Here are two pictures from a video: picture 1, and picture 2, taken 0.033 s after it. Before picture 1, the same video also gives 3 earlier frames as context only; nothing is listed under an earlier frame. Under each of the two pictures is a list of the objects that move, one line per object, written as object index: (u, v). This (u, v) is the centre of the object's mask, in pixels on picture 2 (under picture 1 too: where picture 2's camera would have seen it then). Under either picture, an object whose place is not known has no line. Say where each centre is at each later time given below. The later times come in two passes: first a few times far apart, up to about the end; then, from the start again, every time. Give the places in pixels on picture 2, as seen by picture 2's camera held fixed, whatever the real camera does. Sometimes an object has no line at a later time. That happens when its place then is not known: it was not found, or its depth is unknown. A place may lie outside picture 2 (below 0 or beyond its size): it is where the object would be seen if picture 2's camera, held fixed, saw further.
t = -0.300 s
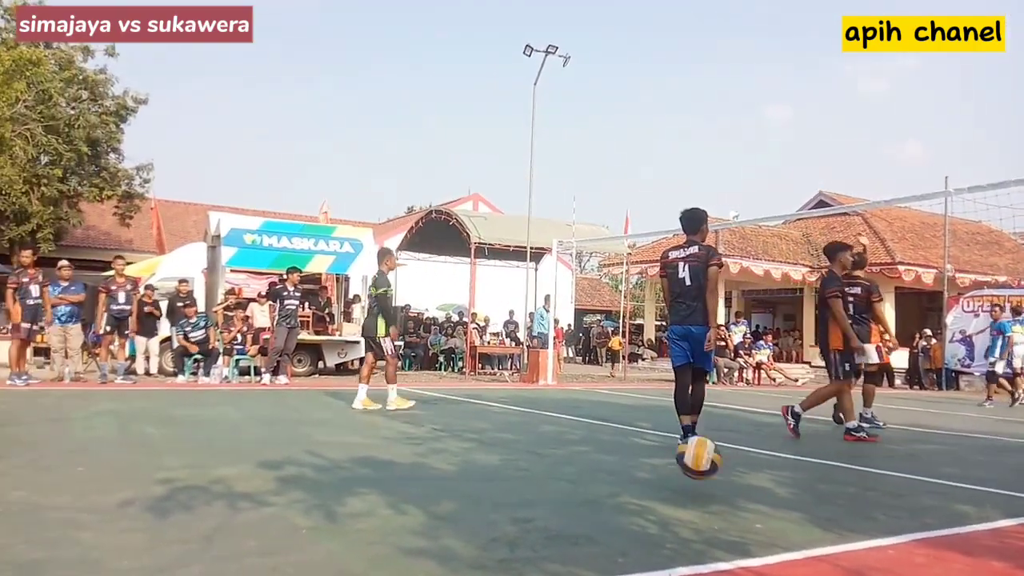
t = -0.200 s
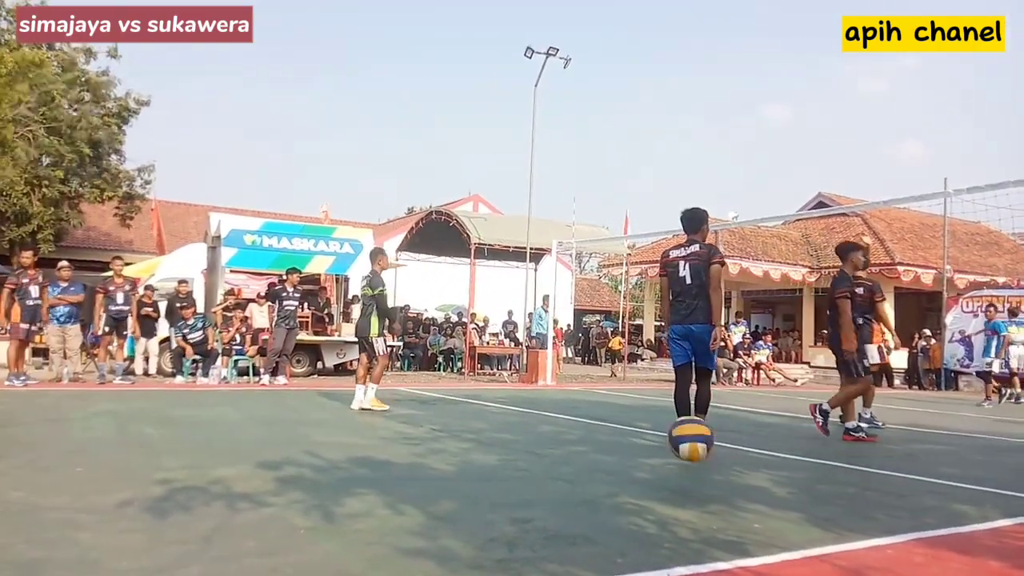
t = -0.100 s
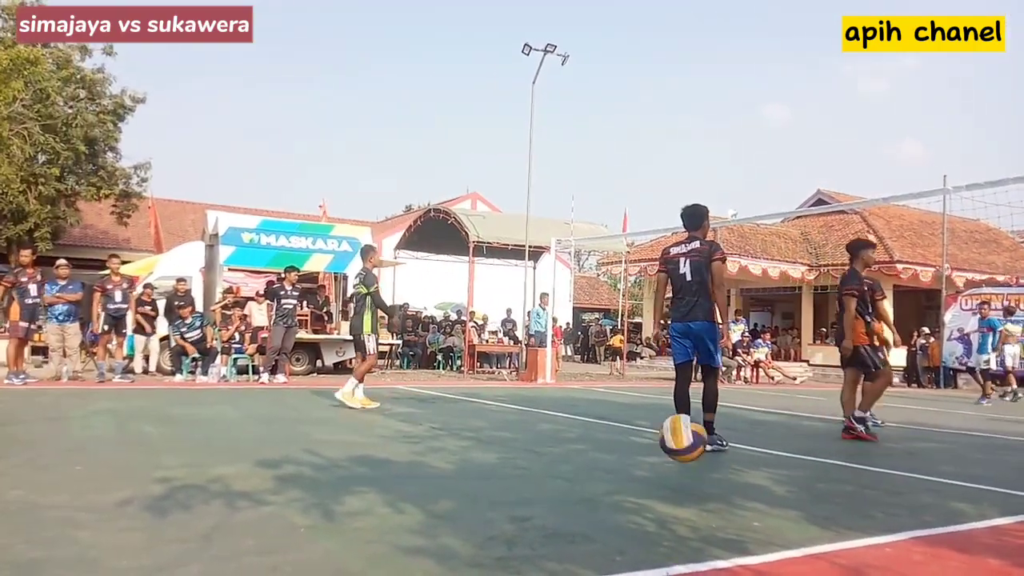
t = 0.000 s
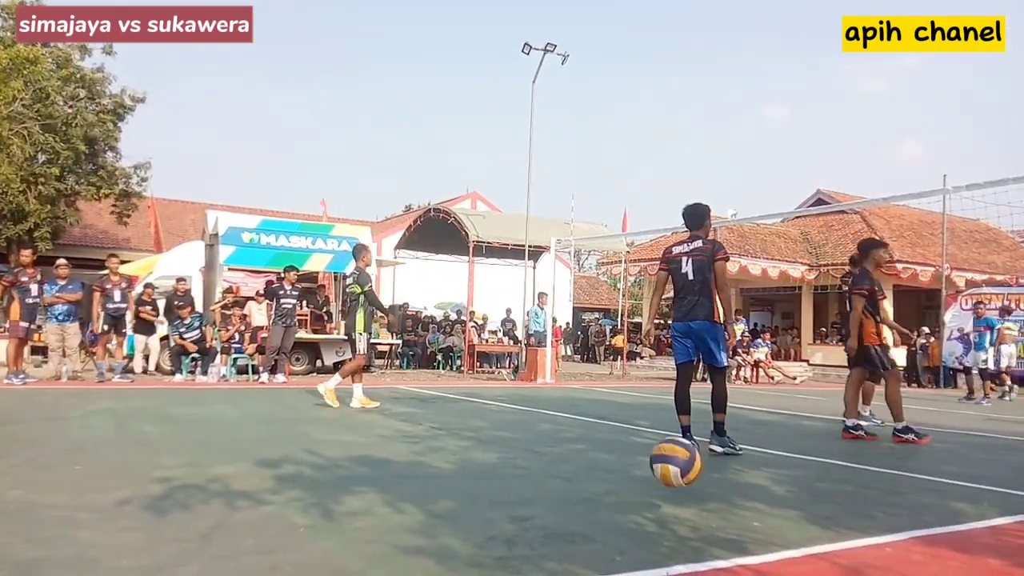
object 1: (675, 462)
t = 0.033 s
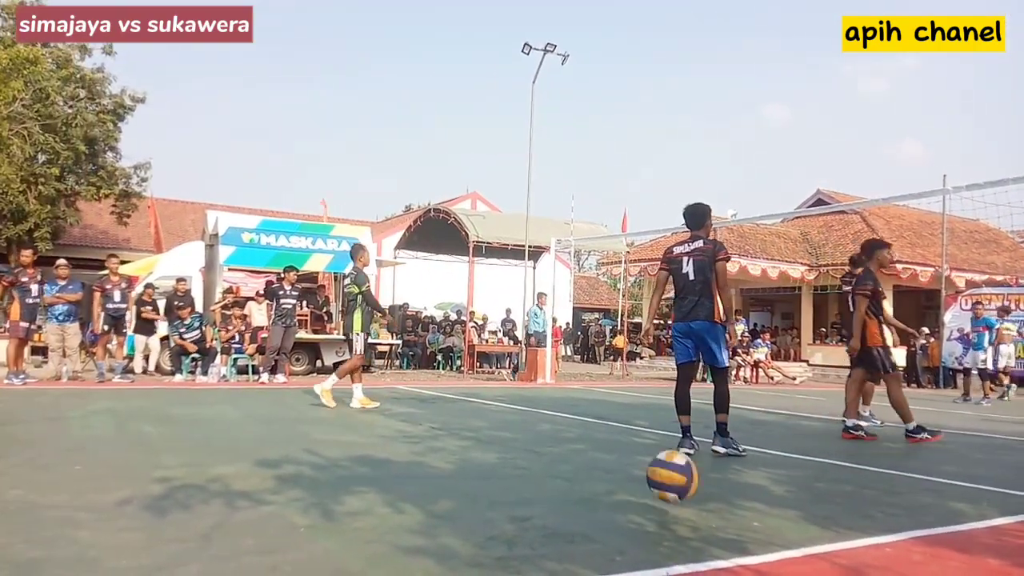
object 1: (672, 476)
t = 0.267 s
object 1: (655, 465)
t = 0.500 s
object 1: (635, 513)
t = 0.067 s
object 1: (669, 494)
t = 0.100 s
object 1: (666, 491)
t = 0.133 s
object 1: (665, 481)
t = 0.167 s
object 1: (662, 473)
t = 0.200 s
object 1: (660, 468)
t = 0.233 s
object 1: (657, 465)
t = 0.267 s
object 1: (655, 465)
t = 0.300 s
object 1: (652, 468)
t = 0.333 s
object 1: (650, 475)
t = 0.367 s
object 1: (647, 484)
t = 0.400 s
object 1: (644, 497)
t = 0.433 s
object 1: (641, 514)
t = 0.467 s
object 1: (638, 523)
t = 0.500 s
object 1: (635, 513)
